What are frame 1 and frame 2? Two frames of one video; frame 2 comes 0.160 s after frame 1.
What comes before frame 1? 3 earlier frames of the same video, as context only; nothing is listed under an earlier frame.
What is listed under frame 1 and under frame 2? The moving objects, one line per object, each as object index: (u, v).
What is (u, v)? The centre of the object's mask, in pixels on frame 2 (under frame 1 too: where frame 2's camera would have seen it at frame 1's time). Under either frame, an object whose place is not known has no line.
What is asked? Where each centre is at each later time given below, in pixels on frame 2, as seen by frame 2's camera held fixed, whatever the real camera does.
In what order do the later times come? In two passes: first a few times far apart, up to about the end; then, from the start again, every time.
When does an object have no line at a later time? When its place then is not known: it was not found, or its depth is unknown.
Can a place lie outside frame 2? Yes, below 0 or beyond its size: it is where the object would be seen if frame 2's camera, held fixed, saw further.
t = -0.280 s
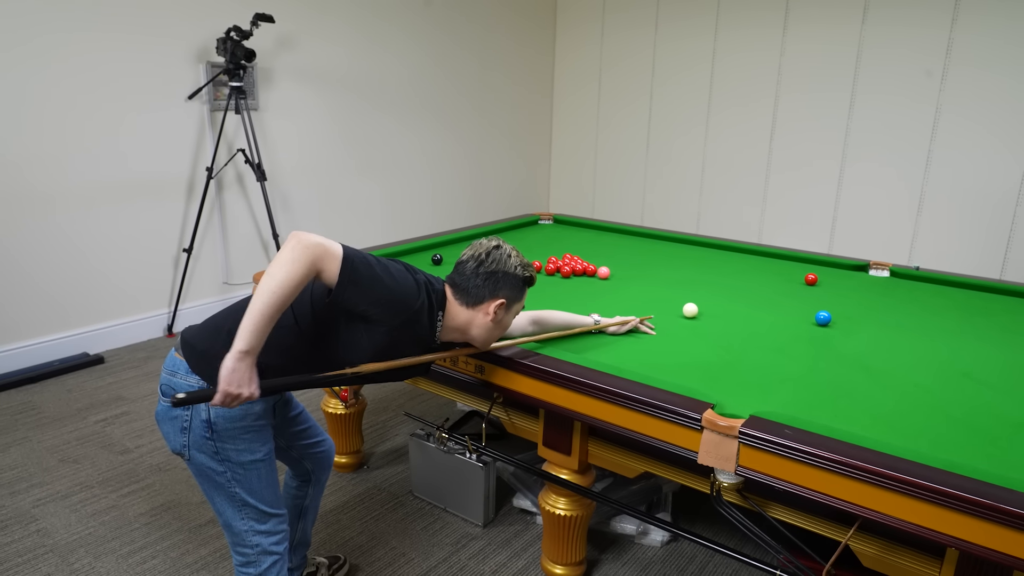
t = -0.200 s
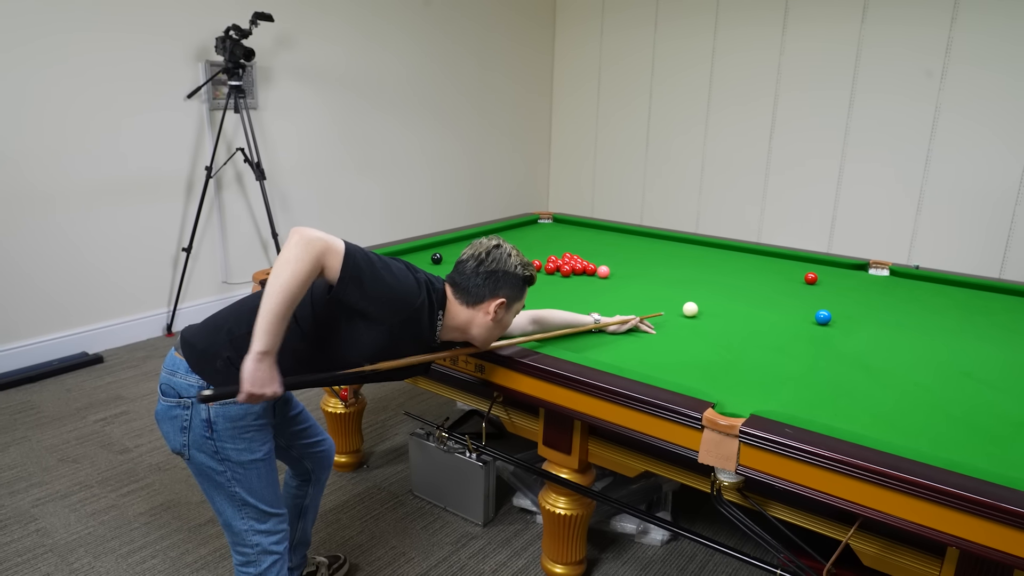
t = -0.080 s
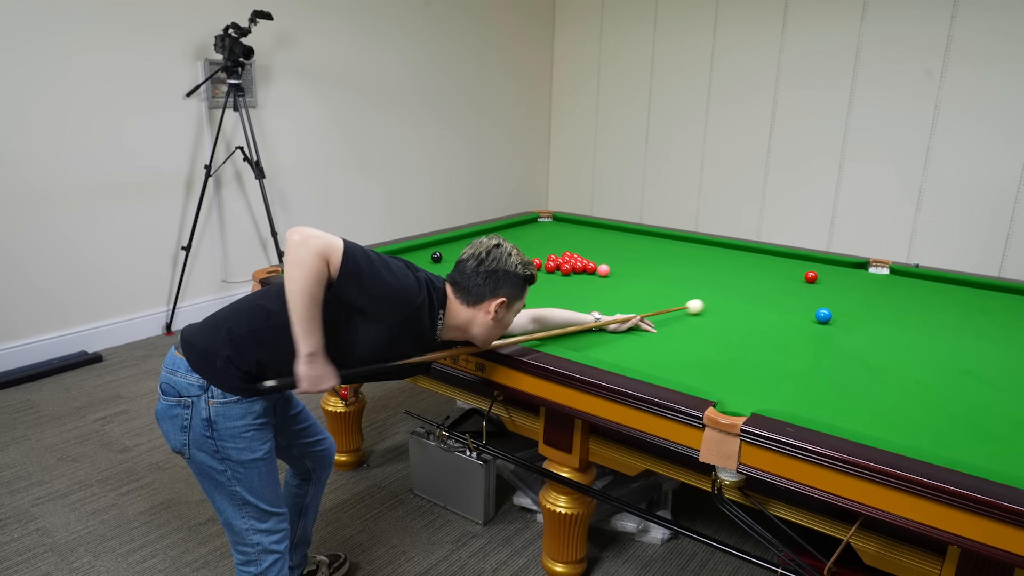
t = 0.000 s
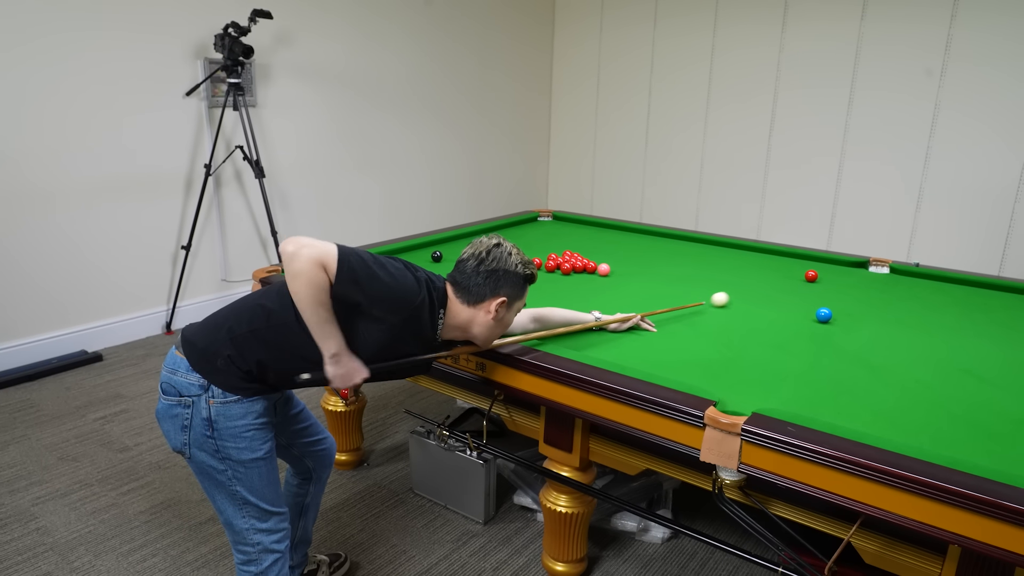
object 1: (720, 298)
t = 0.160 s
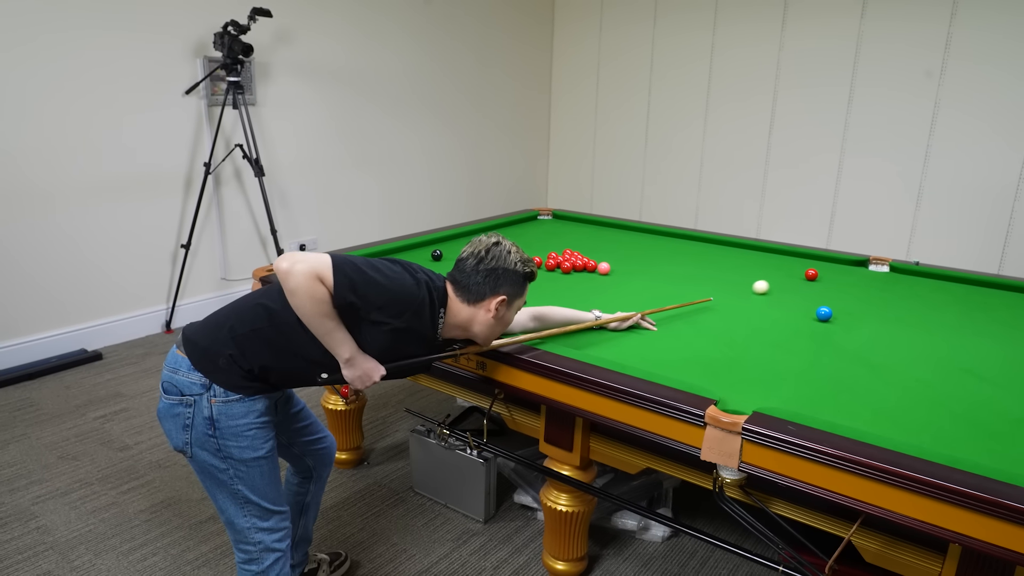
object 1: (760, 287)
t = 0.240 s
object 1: (778, 282)
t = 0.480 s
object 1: (800, 274)
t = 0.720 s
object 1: (802, 269)
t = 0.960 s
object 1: (806, 264)
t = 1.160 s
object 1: (809, 260)
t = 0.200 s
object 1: (769, 285)
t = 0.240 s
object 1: (778, 282)
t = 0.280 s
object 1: (786, 280)
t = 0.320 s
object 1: (795, 278)
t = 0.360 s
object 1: (802, 276)
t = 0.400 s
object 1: (801, 275)
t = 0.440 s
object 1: (800, 274)
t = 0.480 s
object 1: (800, 274)
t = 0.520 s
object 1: (799, 273)
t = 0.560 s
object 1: (800, 272)
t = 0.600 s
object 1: (800, 271)
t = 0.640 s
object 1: (801, 270)
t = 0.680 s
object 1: (802, 270)
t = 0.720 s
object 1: (802, 269)
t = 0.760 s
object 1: (803, 268)
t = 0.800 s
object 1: (804, 267)
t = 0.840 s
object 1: (804, 266)
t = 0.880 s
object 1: (805, 265)
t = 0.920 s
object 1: (806, 265)
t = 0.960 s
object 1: (806, 264)
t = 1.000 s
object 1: (807, 263)
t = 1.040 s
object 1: (807, 263)
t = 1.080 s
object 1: (808, 262)
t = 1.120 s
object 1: (809, 261)
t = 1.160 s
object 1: (809, 260)
